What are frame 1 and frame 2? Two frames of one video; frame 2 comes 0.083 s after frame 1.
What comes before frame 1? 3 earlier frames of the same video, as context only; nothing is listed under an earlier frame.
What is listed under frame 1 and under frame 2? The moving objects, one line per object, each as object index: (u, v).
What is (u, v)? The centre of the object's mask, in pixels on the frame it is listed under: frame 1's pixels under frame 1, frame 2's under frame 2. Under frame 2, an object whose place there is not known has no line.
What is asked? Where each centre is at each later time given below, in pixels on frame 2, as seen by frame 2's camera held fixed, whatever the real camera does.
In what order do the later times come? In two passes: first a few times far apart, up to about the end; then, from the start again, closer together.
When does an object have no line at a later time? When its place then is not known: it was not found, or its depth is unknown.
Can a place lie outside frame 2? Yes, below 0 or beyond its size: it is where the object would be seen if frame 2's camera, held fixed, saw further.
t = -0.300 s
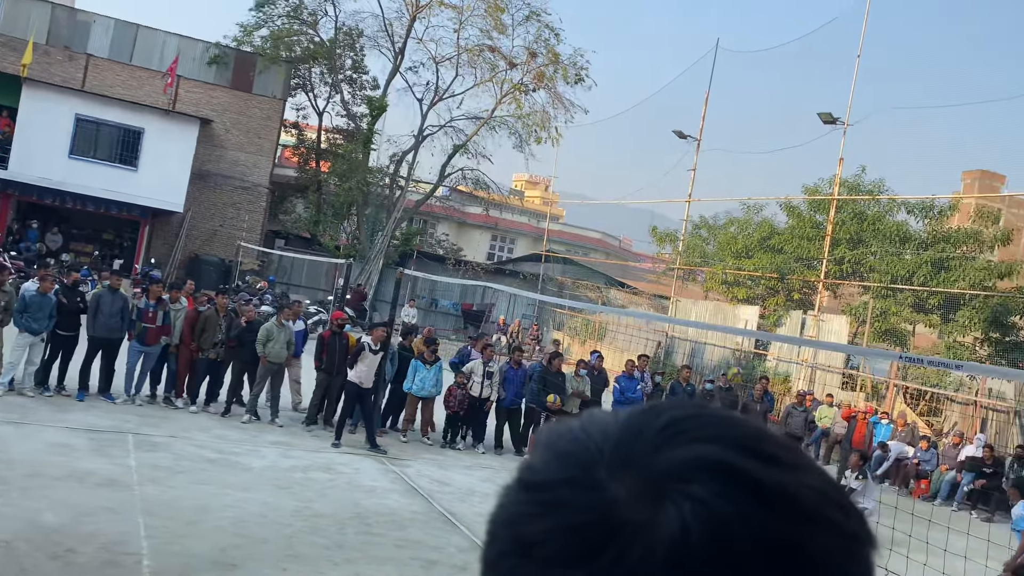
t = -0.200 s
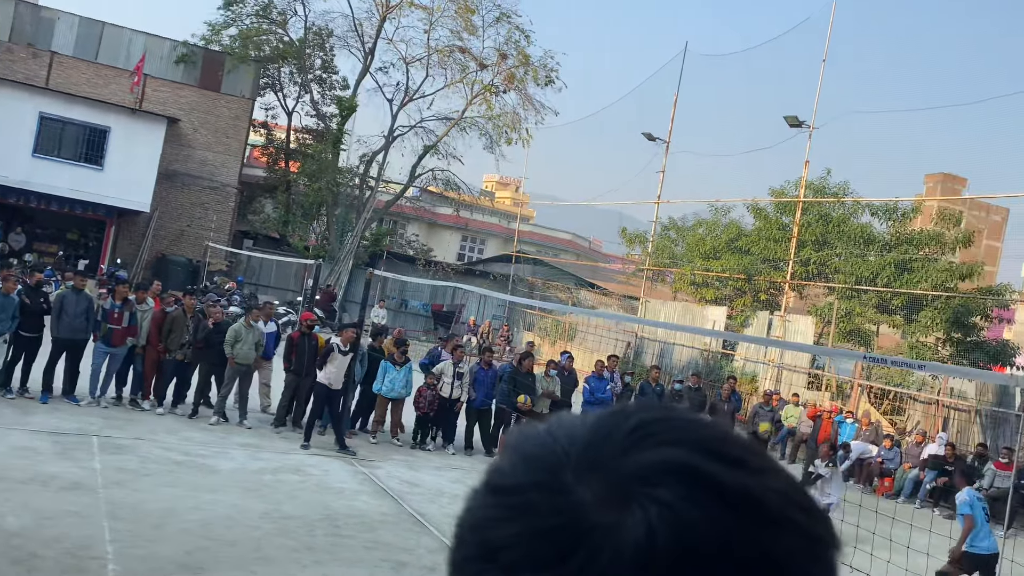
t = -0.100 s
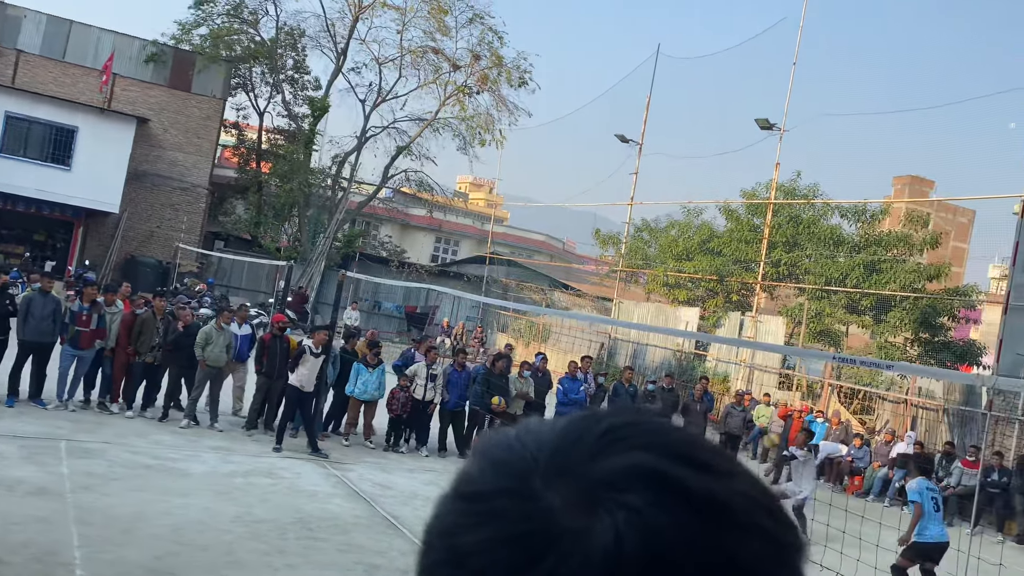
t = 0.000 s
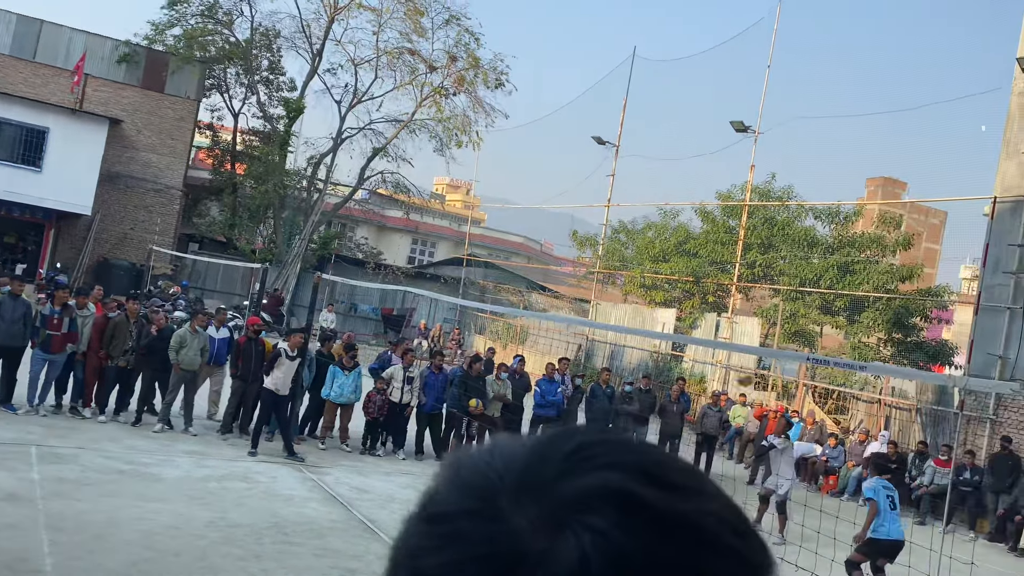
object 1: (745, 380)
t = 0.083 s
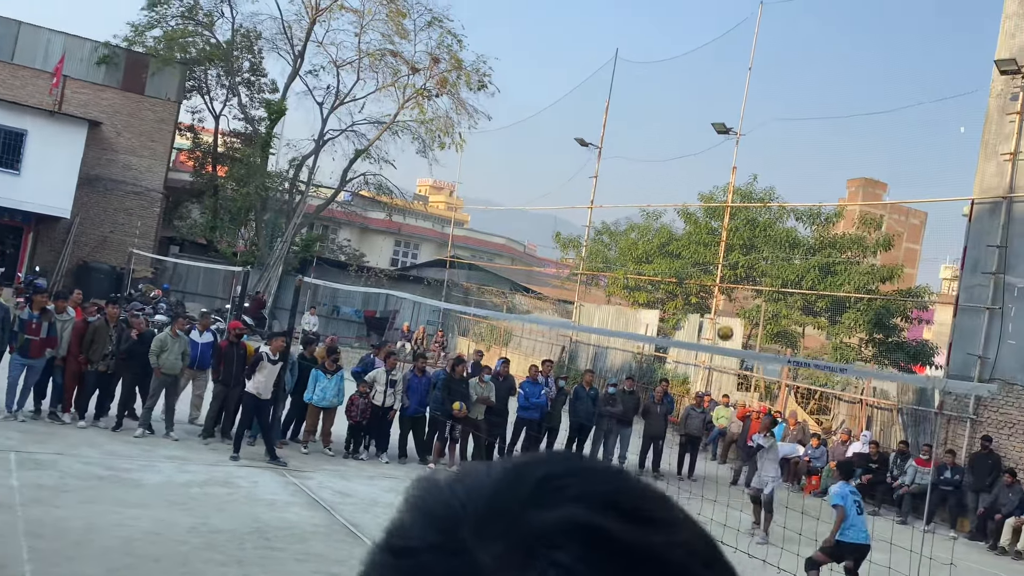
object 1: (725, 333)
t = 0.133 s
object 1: (723, 306)
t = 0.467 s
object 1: (701, 180)
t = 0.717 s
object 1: (677, 134)
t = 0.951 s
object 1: (646, 133)
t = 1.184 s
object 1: (603, 181)
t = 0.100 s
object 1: (724, 324)
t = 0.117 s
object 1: (723, 316)
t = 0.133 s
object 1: (723, 306)
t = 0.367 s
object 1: (709, 211)
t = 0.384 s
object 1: (707, 205)
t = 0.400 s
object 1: (705, 201)
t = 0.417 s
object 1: (705, 195)
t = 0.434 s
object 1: (704, 190)
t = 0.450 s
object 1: (703, 185)
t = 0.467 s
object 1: (701, 180)
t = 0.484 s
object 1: (700, 176)
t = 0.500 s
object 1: (699, 172)
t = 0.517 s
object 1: (697, 168)
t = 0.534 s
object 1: (696, 163)
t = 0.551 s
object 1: (694, 160)
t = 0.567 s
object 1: (693, 157)
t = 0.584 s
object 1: (691, 153)
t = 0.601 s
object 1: (690, 150)
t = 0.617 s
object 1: (688, 147)
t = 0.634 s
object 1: (686, 144)
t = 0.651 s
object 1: (685, 142)
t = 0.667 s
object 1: (683, 139)
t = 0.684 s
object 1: (681, 137)
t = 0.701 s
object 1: (679, 136)
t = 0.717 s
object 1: (677, 134)
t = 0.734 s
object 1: (675, 132)
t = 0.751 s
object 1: (674, 131)
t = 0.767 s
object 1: (672, 130)
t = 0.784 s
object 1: (669, 129)
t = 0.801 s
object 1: (667, 128)
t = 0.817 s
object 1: (665, 128)
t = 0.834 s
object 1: (663, 128)
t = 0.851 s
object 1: (661, 128)
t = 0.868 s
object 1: (658, 128)
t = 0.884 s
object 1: (656, 129)
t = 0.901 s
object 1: (654, 129)
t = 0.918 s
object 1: (651, 131)
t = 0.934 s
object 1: (649, 132)
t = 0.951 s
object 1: (646, 133)
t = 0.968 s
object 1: (643, 135)
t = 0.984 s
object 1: (641, 137)
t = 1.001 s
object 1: (638, 139)
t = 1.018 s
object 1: (635, 142)
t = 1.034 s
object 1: (632, 144)
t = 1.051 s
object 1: (629, 147)
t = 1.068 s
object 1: (626, 151)
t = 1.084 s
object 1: (623, 154)
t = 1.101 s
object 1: (620, 158)
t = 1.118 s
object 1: (617, 162)
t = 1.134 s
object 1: (613, 166)
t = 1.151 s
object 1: (610, 171)
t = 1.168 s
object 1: (607, 175)
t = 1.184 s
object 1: (603, 181)
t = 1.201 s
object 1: (599, 186)
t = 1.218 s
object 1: (596, 192)
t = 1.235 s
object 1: (592, 198)
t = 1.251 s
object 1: (588, 204)
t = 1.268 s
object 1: (584, 210)
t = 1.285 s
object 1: (581, 217)
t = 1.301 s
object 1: (576, 224)
